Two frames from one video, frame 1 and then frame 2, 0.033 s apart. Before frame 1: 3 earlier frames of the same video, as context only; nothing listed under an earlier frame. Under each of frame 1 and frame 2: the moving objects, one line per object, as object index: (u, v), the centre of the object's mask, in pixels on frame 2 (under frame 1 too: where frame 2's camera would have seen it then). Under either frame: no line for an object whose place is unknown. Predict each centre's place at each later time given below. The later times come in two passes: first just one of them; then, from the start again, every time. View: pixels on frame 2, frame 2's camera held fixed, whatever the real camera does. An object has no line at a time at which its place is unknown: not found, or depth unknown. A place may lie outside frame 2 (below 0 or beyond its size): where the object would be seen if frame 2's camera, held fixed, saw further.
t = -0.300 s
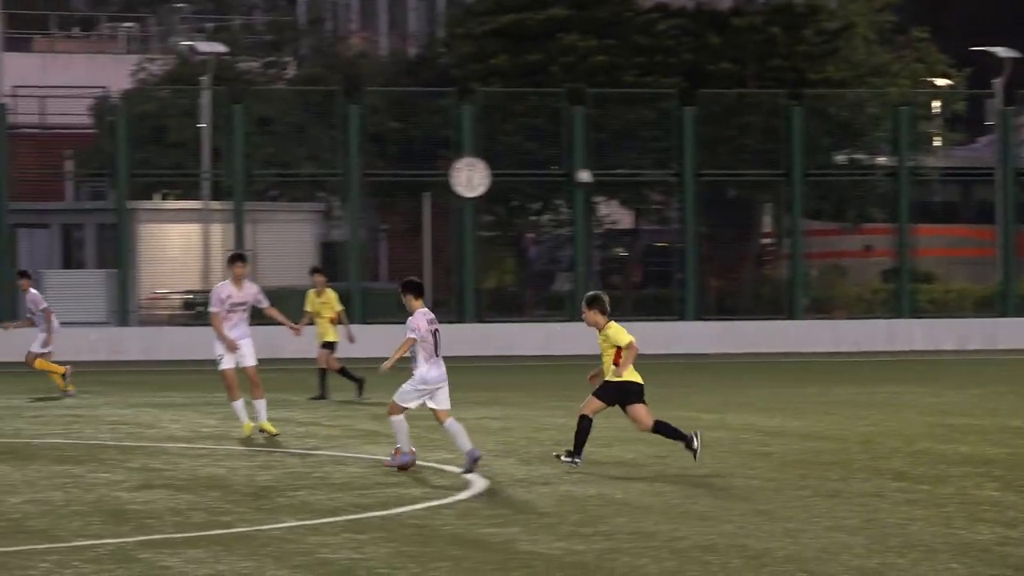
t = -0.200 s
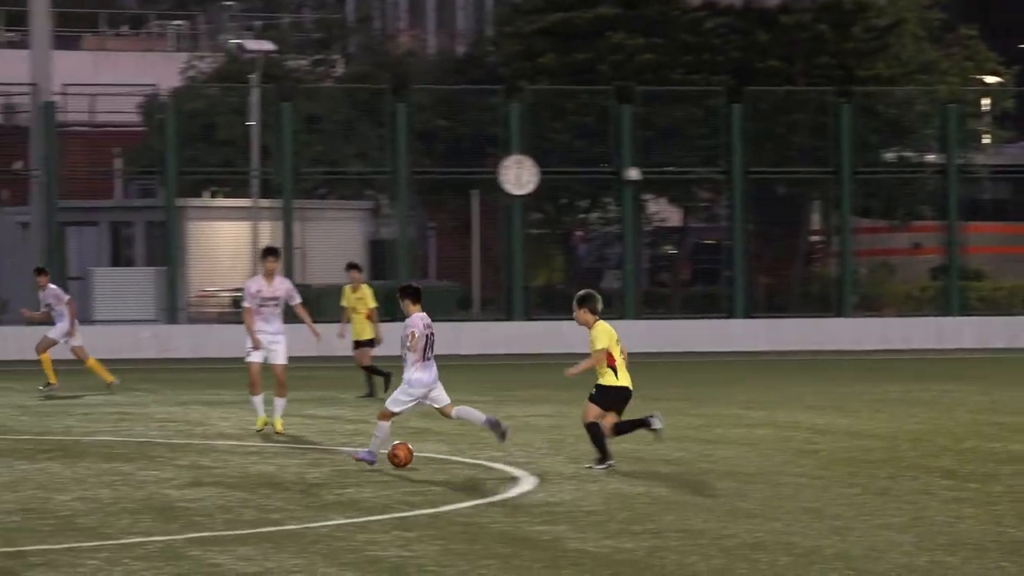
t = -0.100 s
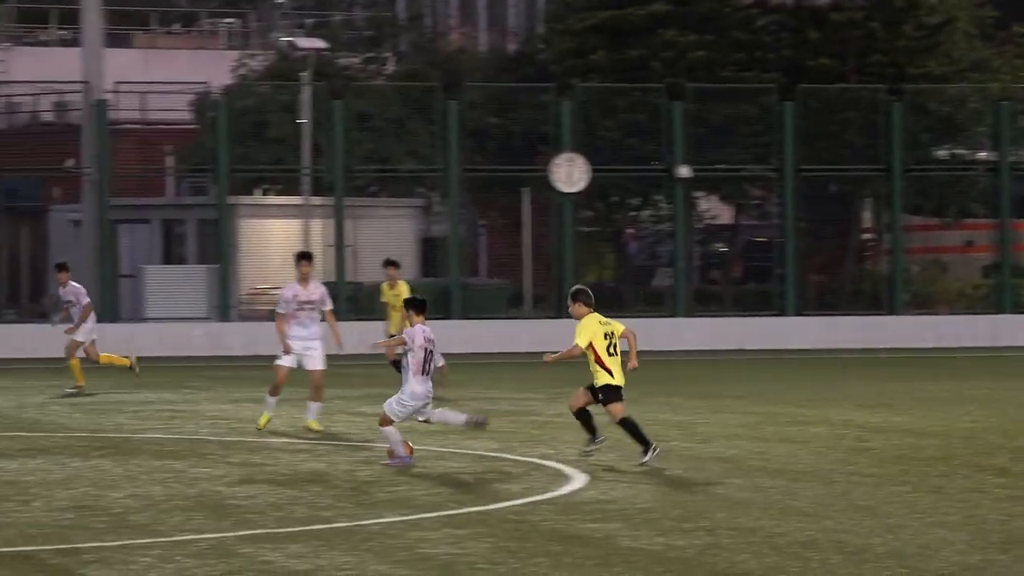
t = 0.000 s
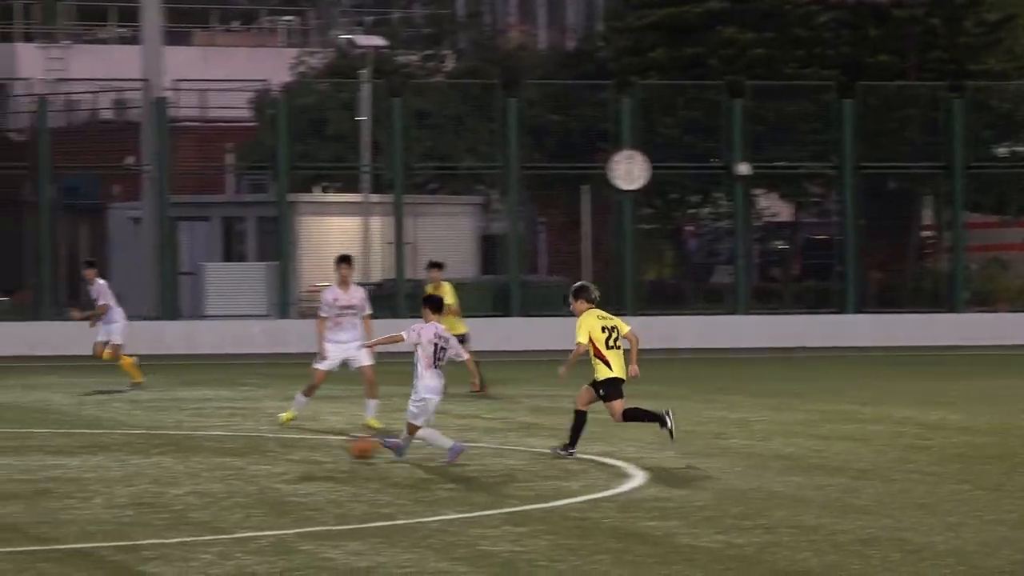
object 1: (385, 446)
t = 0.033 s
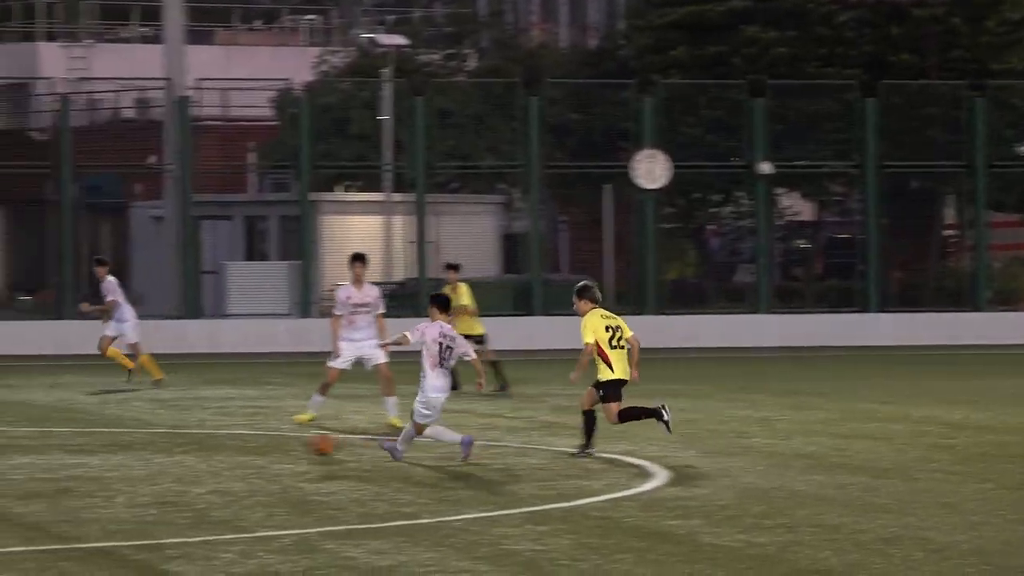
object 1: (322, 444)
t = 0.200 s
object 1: (19, 451)
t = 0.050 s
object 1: (292, 443)
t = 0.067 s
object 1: (262, 444)
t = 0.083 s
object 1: (230, 445)
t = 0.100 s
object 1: (199, 446)
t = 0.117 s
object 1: (169, 447)
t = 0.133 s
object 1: (136, 450)
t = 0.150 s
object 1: (106, 453)
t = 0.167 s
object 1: (76, 454)
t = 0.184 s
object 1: (47, 452)
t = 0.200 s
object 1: (19, 451)
